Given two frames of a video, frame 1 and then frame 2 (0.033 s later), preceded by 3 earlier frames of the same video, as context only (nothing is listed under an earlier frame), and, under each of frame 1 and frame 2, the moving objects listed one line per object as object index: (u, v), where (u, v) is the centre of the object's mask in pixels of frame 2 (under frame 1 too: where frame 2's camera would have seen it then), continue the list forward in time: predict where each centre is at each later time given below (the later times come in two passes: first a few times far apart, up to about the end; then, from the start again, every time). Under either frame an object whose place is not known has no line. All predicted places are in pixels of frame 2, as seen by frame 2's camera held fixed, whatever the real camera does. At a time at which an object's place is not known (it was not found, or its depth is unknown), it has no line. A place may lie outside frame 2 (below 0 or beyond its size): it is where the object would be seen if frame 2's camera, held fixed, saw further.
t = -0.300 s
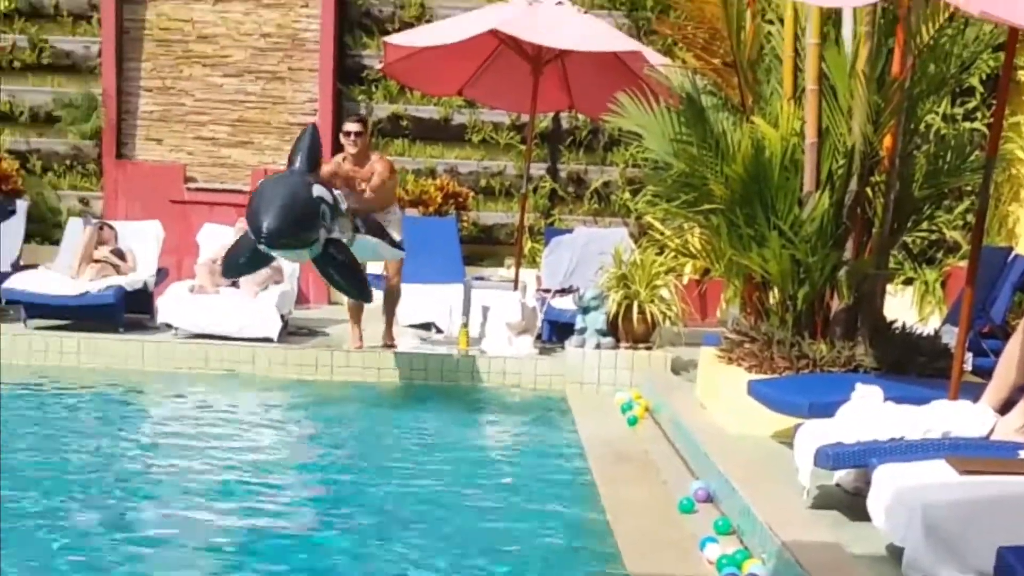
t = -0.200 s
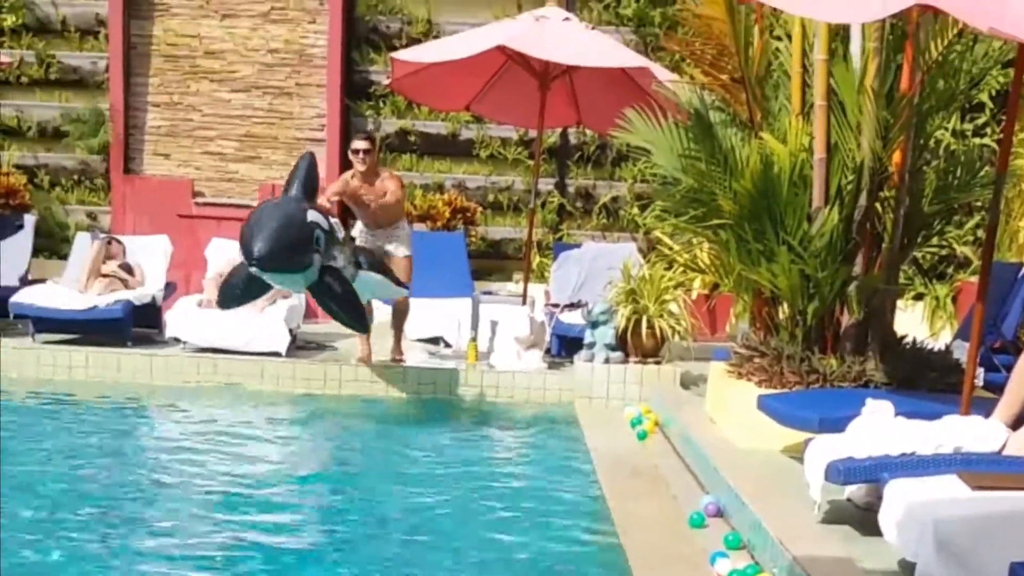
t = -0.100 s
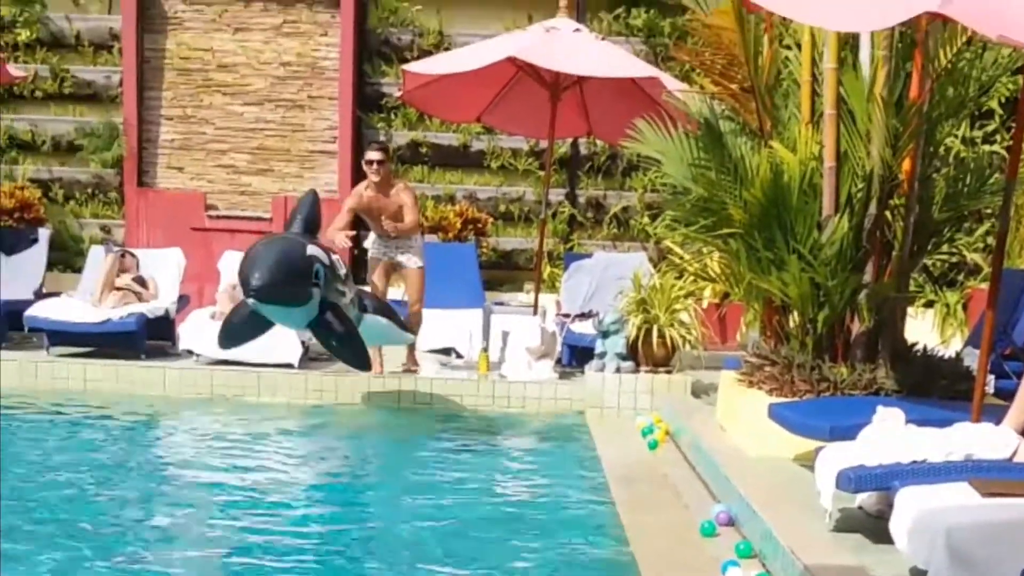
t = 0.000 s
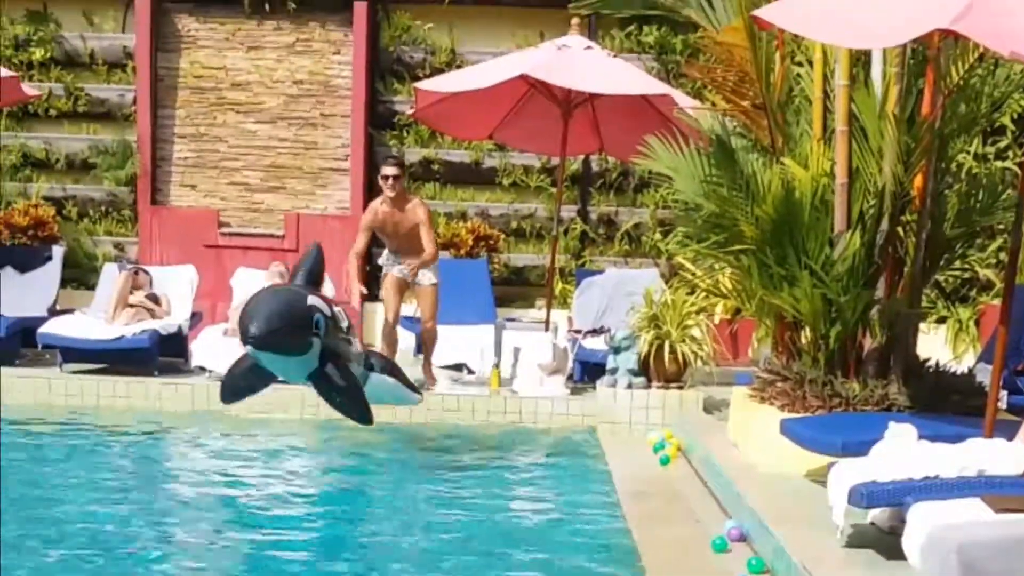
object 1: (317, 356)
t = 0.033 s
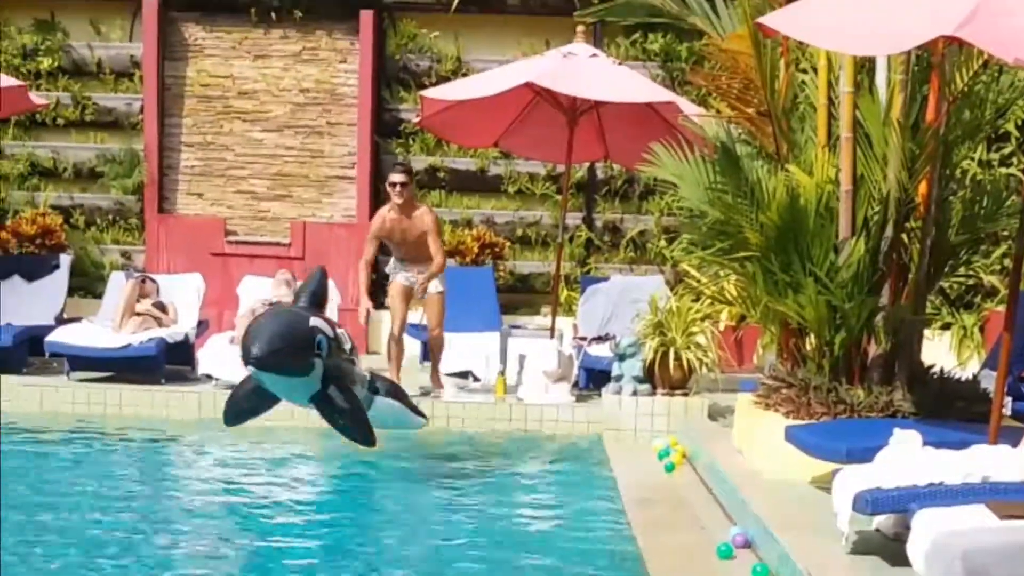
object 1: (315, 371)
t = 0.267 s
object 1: (313, 418)
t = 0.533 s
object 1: (309, 411)
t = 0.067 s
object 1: (313, 386)
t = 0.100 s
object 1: (310, 400)
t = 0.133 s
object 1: (313, 411)
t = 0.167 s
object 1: (313, 416)
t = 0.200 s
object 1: (313, 419)
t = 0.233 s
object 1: (313, 418)
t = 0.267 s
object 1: (313, 418)
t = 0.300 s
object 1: (314, 418)
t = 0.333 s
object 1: (313, 417)
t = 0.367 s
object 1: (314, 417)
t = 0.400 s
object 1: (311, 415)
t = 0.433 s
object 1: (311, 415)
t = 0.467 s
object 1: (312, 412)
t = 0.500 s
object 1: (311, 411)
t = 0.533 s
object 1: (309, 411)
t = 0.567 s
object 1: (308, 412)
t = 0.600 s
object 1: (307, 413)
